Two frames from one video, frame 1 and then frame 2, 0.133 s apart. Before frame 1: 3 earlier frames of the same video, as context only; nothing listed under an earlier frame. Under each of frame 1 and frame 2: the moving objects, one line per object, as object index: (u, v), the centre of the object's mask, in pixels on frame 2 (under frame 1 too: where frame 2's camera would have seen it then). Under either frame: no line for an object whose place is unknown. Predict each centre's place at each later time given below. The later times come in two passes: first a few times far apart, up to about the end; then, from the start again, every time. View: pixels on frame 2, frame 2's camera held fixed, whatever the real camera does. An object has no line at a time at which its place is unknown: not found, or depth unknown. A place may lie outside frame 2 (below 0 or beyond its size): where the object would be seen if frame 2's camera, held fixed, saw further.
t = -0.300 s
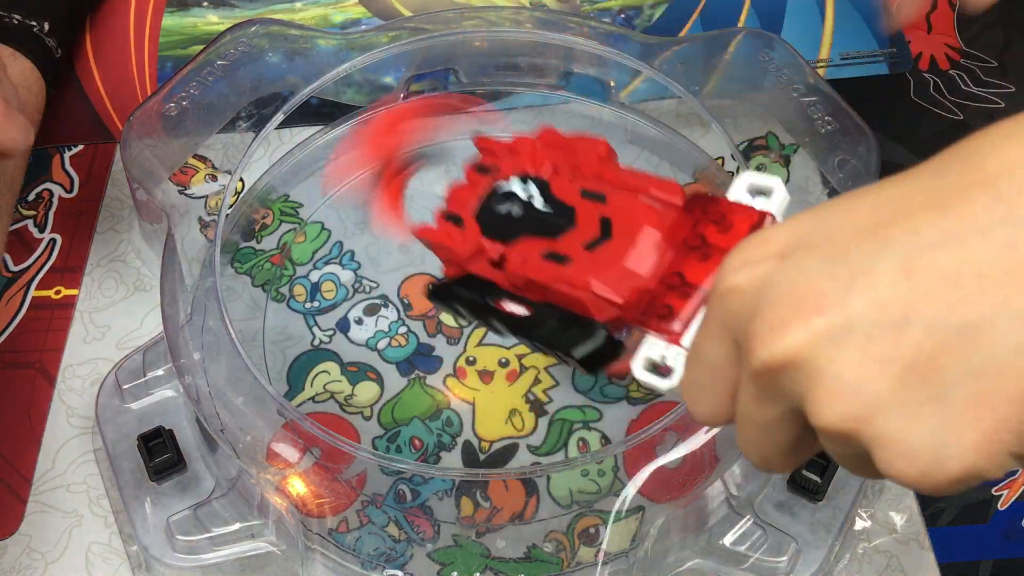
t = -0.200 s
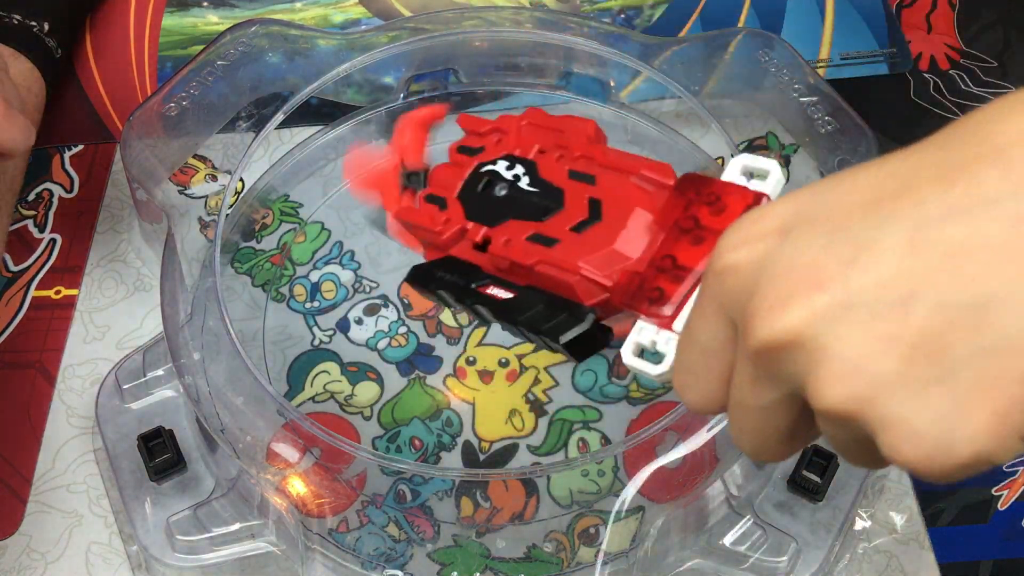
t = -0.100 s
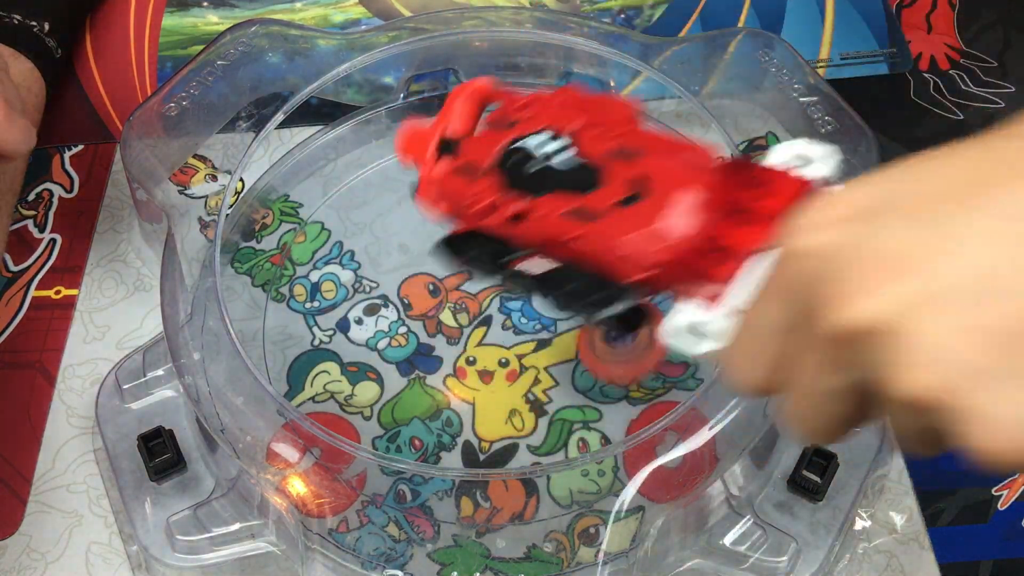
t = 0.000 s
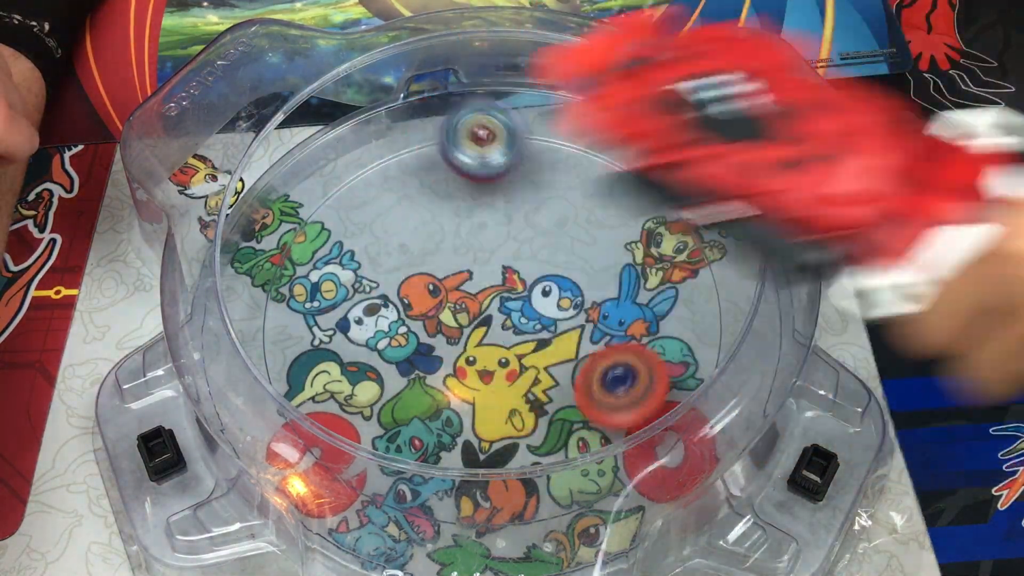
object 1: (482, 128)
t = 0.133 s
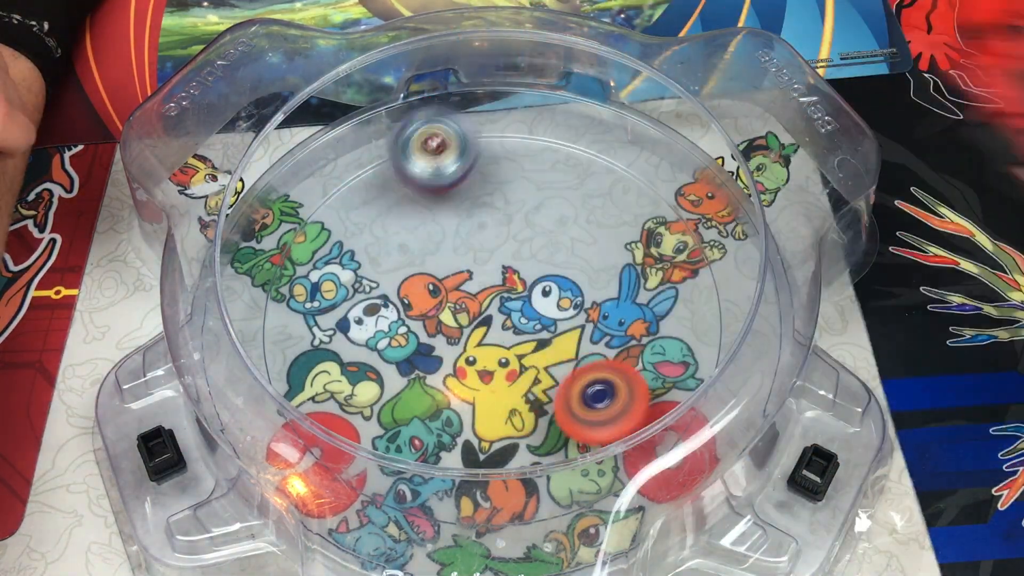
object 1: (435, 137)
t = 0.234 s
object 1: (420, 189)
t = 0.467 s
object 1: (457, 255)
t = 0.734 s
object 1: (501, 237)
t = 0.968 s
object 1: (553, 235)
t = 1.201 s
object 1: (560, 191)
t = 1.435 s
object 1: (506, 250)
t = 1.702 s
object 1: (608, 318)
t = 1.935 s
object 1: (638, 297)
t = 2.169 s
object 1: (552, 283)
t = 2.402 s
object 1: (521, 371)
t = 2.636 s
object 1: (547, 389)
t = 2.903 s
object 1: (539, 376)
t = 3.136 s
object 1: (506, 354)
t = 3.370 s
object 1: (435, 323)
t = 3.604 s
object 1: (450, 342)
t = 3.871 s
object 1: (404, 286)
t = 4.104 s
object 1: (390, 308)
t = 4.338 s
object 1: (408, 286)
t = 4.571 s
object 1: (413, 258)
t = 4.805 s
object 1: (465, 234)
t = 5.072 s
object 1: (425, 211)
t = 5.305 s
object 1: (464, 261)
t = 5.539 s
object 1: (486, 212)
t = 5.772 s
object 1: (478, 259)
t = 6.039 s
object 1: (434, 245)
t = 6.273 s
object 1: (495, 283)
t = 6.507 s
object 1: (499, 183)
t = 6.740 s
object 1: (442, 209)
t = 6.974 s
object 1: (496, 227)
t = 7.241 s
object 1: (517, 202)
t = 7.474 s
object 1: (526, 262)
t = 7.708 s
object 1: (582, 285)
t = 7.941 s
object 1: (584, 275)
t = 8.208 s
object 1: (522, 312)
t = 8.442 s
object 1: (499, 356)
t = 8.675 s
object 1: (503, 336)
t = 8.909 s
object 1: (480, 302)
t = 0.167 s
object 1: (425, 155)
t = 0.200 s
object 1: (422, 170)
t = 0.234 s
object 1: (420, 189)
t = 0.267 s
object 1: (424, 211)
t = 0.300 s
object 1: (433, 232)
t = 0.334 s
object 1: (441, 254)
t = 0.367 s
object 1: (459, 275)
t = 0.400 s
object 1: (467, 284)
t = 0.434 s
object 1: (461, 269)
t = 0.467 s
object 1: (457, 255)
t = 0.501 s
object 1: (457, 245)
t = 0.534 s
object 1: (459, 236)
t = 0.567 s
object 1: (464, 233)
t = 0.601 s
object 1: (471, 233)
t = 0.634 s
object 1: (477, 233)
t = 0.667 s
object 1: (485, 235)
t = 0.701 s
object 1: (493, 236)
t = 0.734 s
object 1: (501, 237)
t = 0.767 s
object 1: (509, 240)
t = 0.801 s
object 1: (517, 240)
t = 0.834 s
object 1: (526, 240)
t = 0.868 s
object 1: (533, 239)
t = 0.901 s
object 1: (539, 239)
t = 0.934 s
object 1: (544, 239)
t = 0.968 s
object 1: (553, 235)
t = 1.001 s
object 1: (562, 224)
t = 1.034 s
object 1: (567, 216)
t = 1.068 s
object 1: (571, 208)
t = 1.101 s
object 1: (571, 203)
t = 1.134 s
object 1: (569, 198)
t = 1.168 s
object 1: (565, 193)
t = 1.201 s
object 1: (560, 191)
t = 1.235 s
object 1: (552, 191)
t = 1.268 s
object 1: (544, 193)
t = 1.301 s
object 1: (534, 201)
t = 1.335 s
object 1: (524, 210)
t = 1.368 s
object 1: (516, 222)
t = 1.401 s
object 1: (510, 235)
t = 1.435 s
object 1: (506, 250)
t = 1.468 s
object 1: (503, 266)
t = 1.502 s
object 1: (505, 280)
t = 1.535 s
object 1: (523, 291)
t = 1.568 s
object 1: (546, 299)
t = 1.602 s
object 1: (563, 305)
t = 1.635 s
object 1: (581, 313)
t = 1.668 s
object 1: (595, 316)
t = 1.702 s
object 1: (608, 318)
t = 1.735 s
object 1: (618, 319)
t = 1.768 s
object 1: (626, 318)
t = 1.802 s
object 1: (632, 316)
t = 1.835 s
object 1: (636, 313)
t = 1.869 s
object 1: (639, 309)
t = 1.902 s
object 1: (640, 303)
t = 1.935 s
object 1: (638, 297)
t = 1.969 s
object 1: (633, 290)
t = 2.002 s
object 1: (626, 282)
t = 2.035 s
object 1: (617, 278)
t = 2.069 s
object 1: (604, 275)
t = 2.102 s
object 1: (587, 275)
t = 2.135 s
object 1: (568, 277)
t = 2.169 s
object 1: (552, 283)
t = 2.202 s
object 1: (545, 297)
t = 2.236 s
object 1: (538, 312)
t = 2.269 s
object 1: (530, 326)
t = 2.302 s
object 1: (527, 340)
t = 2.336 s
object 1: (524, 351)
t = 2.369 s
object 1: (522, 362)
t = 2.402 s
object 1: (521, 371)
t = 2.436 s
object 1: (521, 379)
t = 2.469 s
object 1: (523, 385)
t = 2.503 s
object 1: (526, 389)
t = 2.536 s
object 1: (530, 390)
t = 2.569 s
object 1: (535, 391)
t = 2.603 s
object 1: (540, 390)
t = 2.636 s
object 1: (547, 389)
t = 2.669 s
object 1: (554, 384)
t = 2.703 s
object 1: (558, 378)
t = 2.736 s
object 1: (561, 369)
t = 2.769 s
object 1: (556, 359)
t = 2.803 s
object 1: (552, 352)
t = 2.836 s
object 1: (548, 363)
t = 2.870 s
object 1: (544, 371)
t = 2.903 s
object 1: (539, 376)
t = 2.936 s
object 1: (536, 379)
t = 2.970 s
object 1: (532, 379)
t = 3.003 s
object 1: (528, 378)
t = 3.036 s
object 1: (525, 373)
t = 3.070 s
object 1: (519, 367)
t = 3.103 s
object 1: (514, 361)
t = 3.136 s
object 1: (506, 354)
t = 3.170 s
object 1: (498, 348)
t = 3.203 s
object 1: (486, 341)
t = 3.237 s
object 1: (475, 335)
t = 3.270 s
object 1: (463, 329)
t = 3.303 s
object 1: (454, 326)
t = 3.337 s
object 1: (443, 324)
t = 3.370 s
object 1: (435, 323)
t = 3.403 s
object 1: (429, 323)
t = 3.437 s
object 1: (424, 325)
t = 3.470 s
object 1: (421, 329)
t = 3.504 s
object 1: (424, 334)
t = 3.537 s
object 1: (429, 339)
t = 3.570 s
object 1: (438, 342)
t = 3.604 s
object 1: (450, 342)
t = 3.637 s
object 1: (465, 339)
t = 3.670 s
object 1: (469, 331)
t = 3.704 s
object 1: (459, 323)
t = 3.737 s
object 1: (448, 314)
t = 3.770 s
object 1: (436, 306)
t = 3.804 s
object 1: (422, 296)
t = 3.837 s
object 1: (413, 289)
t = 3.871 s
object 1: (404, 286)
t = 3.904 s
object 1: (397, 283)
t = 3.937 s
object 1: (388, 280)
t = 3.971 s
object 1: (382, 282)
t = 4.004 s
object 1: (380, 285)
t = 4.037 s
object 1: (379, 291)
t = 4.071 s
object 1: (381, 298)
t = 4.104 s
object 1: (390, 308)
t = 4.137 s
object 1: (400, 317)
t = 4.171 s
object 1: (419, 324)
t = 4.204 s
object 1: (435, 324)
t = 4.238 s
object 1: (427, 317)
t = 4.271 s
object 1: (419, 307)
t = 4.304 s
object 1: (412, 296)
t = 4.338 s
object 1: (408, 286)
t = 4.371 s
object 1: (406, 277)
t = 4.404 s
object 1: (403, 268)
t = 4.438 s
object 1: (403, 264)
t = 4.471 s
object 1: (403, 260)
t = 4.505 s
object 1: (405, 259)
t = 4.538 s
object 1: (408, 258)
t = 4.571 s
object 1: (413, 258)
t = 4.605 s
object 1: (420, 259)
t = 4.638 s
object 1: (429, 259)
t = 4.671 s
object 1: (438, 260)
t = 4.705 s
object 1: (450, 262)
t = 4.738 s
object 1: (461, 260)
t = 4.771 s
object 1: (465, 247)
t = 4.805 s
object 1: (465, 234)
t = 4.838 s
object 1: (463, 223)
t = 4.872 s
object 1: (460, 214)
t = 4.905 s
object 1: (456, 205)
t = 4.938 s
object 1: (451, 200)
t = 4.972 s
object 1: (443, 196)
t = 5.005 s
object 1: (437, 197)
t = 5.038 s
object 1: (431, 203)
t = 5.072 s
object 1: (425, 211)
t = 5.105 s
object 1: (422, 223)
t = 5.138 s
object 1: (426, 239)
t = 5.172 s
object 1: (433, 251)
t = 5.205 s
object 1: (436, 254)
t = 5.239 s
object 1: (442, 259)
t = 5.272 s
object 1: (455, 263)
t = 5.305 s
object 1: (464, 261)
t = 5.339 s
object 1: (473, 253)
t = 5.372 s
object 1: (480, 245)
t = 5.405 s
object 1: (485, 236)
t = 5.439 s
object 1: (488, 228)
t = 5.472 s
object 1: (490, 220)
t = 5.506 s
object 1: (489, 215)
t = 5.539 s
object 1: (486, 212)
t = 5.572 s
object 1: (482, 211)
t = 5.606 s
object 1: (475, 214)
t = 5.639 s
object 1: (474, 220)
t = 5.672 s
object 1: (470, 229)
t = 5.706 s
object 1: (473, 238)
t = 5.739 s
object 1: (474, 249)
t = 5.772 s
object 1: (478, 259)
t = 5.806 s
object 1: (469, 249)
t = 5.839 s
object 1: (459, 242)
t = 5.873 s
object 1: (451, 237)
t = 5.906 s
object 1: (444, 235)
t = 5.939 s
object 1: (439, 235)
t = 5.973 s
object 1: (435, 237)
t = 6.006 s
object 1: (434, 241)
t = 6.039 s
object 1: (434, 245)
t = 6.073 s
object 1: (436, 251)
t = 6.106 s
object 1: (440, 258)
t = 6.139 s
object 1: (450, 265)
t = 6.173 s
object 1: (459, 271)
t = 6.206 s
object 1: (470, 276)
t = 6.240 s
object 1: (483, 281)
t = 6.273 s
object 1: (495, 283)
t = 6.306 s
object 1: (505, 270)
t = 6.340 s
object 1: (509, 252)
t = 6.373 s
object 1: (510, 234)
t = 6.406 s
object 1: (511, 218)
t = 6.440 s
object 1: (509, 205)
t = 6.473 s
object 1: (505, 194)
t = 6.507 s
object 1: (499, 183)
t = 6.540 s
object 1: (493, 176)
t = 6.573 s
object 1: (486, 171)
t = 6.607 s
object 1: (472, 170)
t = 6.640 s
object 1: (462, 173)
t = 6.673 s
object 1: (450, 182)
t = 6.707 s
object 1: (444, 195)
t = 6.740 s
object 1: (442, 209)
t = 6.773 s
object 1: (445, 229)
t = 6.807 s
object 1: (451, 247)
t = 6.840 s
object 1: (462, 256)
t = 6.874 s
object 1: (471, 248)
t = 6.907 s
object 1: (479, 242)
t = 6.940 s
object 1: (489, 234)
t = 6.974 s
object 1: (496, 227)
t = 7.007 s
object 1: (505, 222)
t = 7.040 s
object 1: (512, 213)
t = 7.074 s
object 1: (518, 205)
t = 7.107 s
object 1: (521, 200)
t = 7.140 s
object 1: (522, 196)
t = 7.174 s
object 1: (521, 196)
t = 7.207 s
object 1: (519, 198)
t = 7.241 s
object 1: (517, 202)
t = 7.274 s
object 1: (515, 210)
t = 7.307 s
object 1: (516, 213)
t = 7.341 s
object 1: (517, 221)
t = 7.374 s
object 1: (517, 228)
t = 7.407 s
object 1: (518, 238)
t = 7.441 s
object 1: (521, 250)
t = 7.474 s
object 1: (526, 262)
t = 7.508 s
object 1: (527, 269)
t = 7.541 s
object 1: (537, 276)
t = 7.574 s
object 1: (551, 280)
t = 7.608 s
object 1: (559, 284)
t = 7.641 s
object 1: (568, 285)
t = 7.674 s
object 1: (574, 286)
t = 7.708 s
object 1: (582, 285)
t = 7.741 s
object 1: (591, 283)
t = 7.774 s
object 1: (595, 280)
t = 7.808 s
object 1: (594, 276)
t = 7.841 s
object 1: (591, 275)
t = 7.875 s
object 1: (585, 273)
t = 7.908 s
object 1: (585, 275)
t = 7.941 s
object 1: (584, 275)
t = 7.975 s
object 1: (580, 276)
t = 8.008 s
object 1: (576, 277)
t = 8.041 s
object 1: (570, 279)
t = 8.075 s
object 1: (561, 283)
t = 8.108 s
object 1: (551, 286)
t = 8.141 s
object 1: (542, 295)
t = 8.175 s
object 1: (531, 301)
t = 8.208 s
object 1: (522, 312)
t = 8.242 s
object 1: (515, 317)
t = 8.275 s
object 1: (511, 326)
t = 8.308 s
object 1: (505, 334)
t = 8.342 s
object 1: (502, 341)
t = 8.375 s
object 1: (498, 349)
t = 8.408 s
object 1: (498, 353)
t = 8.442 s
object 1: (499, 356)
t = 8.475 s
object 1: (499, 356)
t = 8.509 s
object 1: (499, 355)
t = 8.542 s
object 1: (499, 351)
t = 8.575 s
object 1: (502, 349)
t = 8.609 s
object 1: (501, 345)
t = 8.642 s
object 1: (500, 343)
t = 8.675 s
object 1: (503, 336)
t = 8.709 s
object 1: (502, 327)
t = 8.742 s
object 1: (500, 320)
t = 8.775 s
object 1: (496, 311)
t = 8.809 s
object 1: (492, 304)
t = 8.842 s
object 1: (485, 300)
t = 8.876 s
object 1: (484, 300)
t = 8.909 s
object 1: (480, 302)
